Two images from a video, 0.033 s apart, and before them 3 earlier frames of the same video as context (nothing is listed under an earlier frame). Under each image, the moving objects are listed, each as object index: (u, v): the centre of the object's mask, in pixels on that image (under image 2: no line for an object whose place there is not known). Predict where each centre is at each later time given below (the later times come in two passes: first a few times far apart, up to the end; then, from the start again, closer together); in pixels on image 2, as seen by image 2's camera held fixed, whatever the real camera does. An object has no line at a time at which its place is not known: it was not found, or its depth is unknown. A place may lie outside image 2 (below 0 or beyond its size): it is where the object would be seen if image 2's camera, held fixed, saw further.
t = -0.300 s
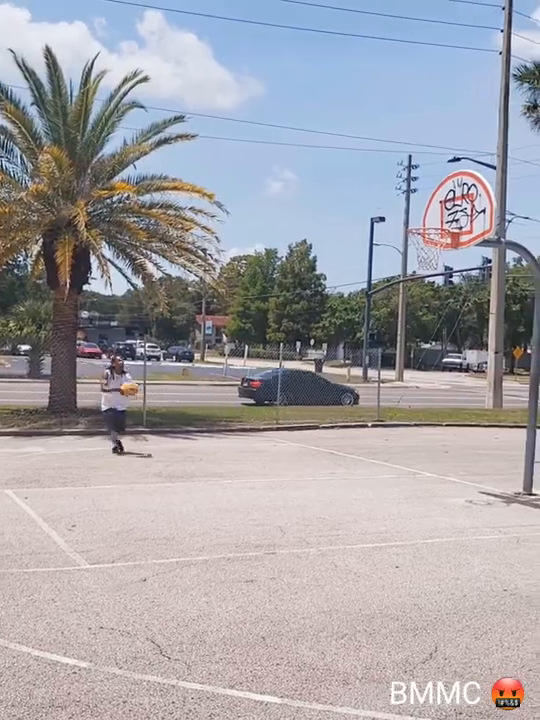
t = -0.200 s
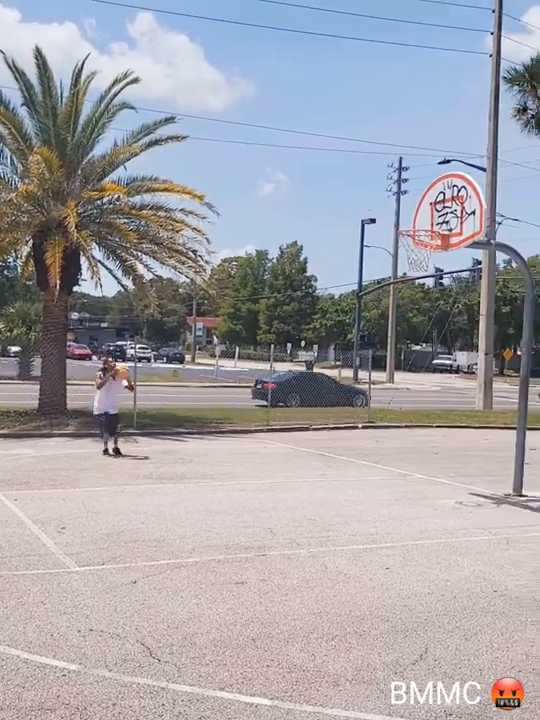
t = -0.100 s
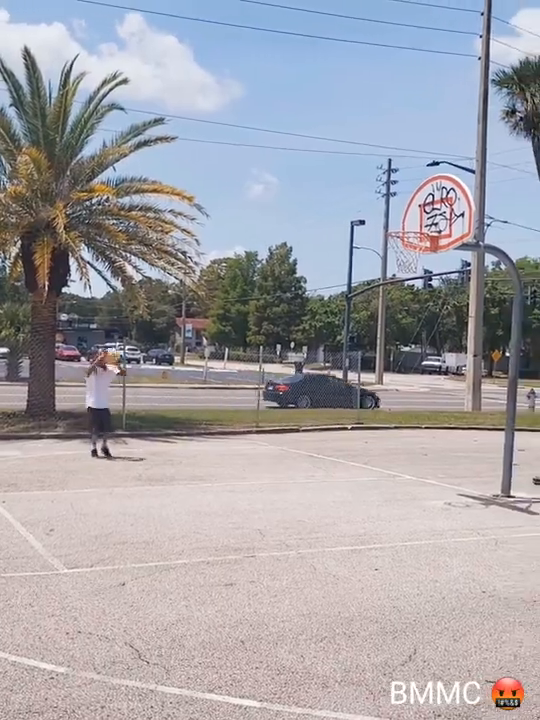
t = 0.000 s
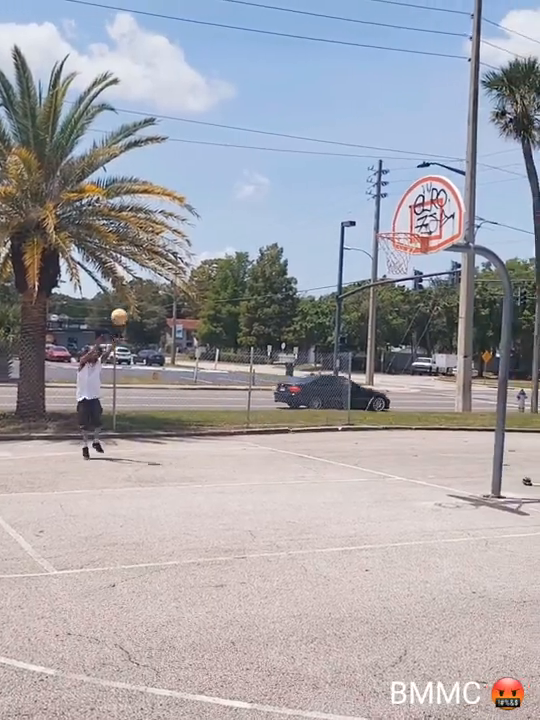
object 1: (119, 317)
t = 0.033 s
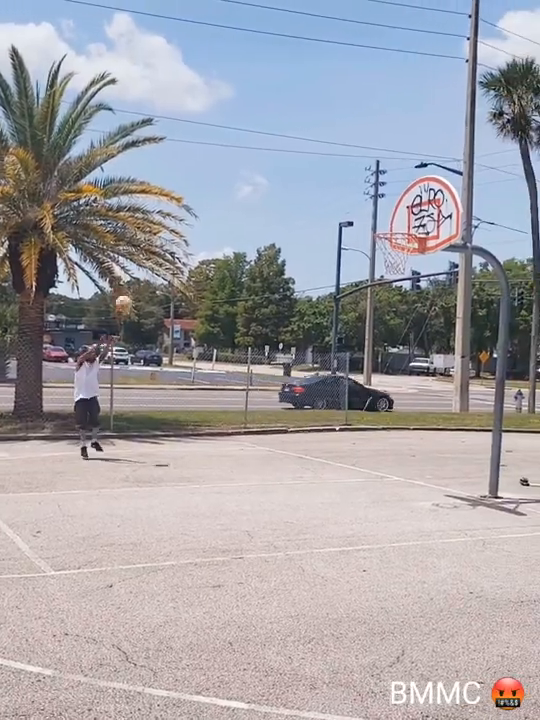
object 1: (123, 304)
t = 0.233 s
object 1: (166, 238)
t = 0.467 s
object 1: (218, 190)
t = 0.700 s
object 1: (272, 178)
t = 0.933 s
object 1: (330, 209)
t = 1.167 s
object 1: (391, 289)
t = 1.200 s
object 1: (400, 305)
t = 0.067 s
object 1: (131, 290)
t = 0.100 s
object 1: (137, 280)
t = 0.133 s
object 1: (145, 267)
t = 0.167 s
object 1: (153, 256)
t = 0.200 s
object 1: (158, 246)
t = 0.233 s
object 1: (166, 238)
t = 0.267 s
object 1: (173, 229)
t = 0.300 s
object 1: (181, 221)
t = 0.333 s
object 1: (188, 214)
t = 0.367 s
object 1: (196, 207)
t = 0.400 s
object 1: (203, 200)
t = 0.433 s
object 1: (210, 195)
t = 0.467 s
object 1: (218, 190)
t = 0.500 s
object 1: (226, 186)
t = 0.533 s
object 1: (233, 183)
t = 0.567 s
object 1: (241, 180)
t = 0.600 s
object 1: (249, 179)
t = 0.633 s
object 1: (257, 178)
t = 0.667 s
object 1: (264, 178)
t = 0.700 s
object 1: (272, 178)
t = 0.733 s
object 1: (281, 181)
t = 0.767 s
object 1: (289, 183)
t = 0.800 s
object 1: (297, 186)
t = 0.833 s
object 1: (305, 190)
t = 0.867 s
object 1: (313, 196)
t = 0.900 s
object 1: (322, 202)
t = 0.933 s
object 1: (330, 209)
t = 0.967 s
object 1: (339, 218)
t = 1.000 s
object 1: (347, 227)
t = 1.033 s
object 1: (356, 238)
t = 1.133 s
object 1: (382, 275)
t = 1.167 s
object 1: (391, 289)
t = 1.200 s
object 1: (400, 305)
